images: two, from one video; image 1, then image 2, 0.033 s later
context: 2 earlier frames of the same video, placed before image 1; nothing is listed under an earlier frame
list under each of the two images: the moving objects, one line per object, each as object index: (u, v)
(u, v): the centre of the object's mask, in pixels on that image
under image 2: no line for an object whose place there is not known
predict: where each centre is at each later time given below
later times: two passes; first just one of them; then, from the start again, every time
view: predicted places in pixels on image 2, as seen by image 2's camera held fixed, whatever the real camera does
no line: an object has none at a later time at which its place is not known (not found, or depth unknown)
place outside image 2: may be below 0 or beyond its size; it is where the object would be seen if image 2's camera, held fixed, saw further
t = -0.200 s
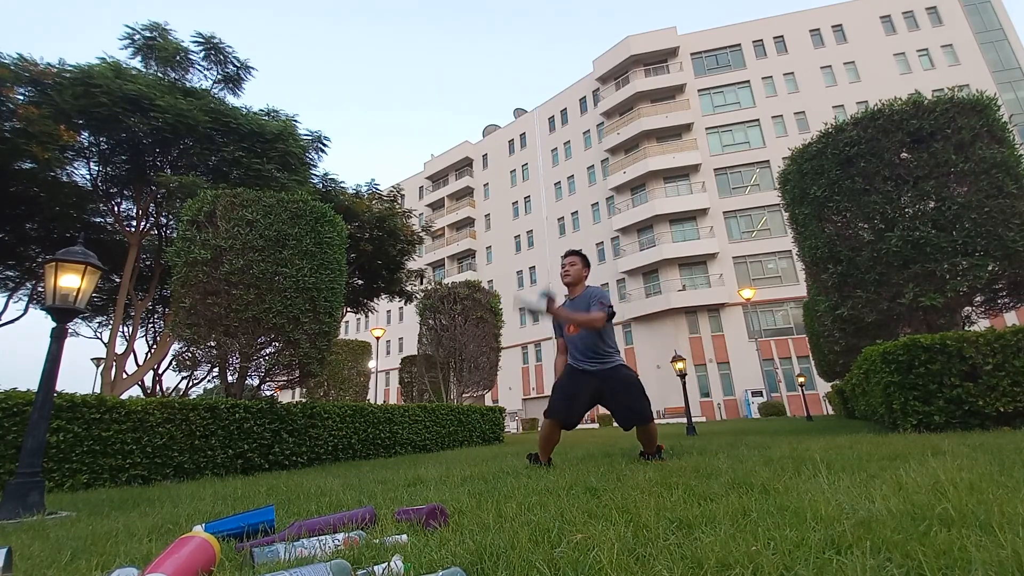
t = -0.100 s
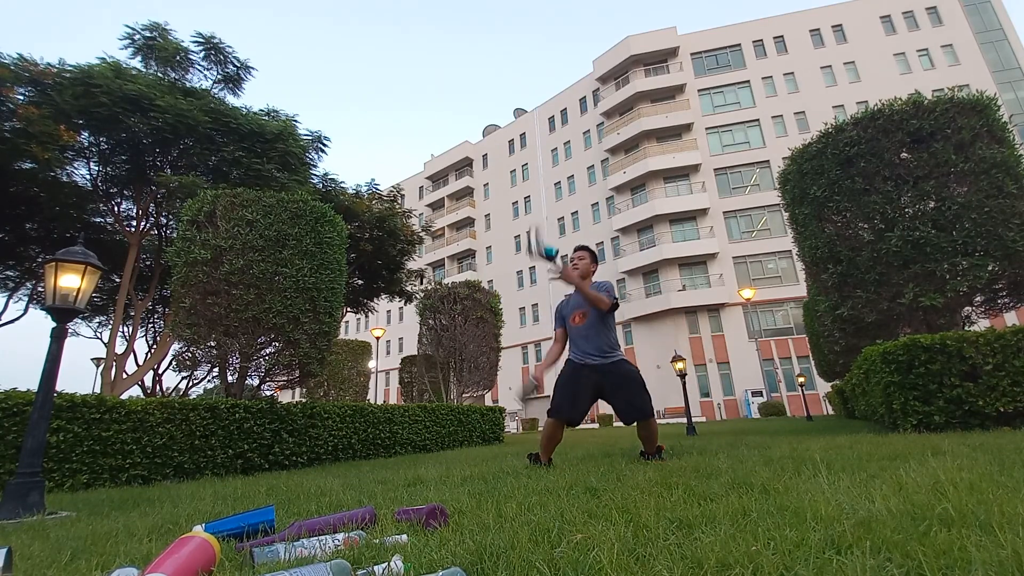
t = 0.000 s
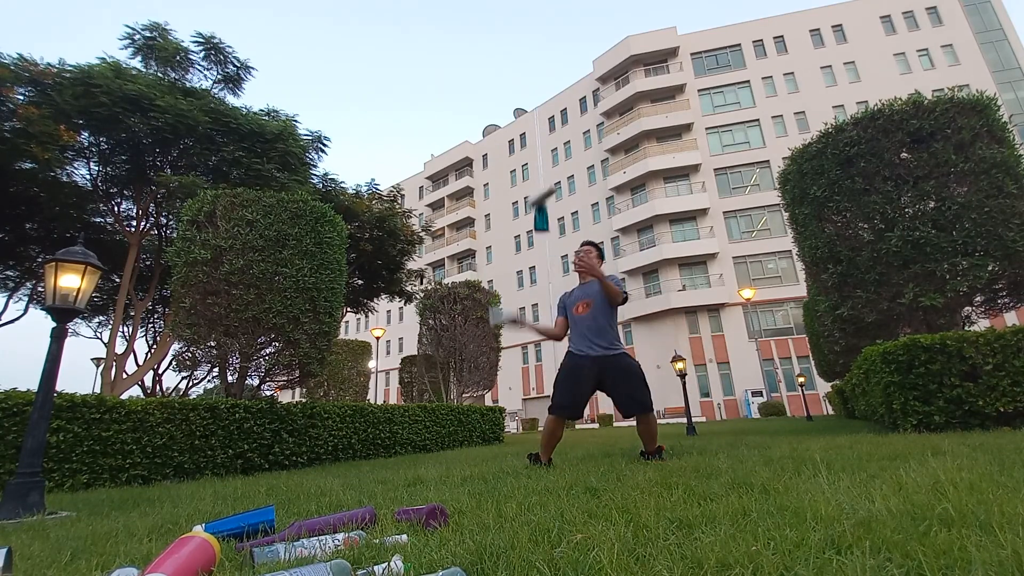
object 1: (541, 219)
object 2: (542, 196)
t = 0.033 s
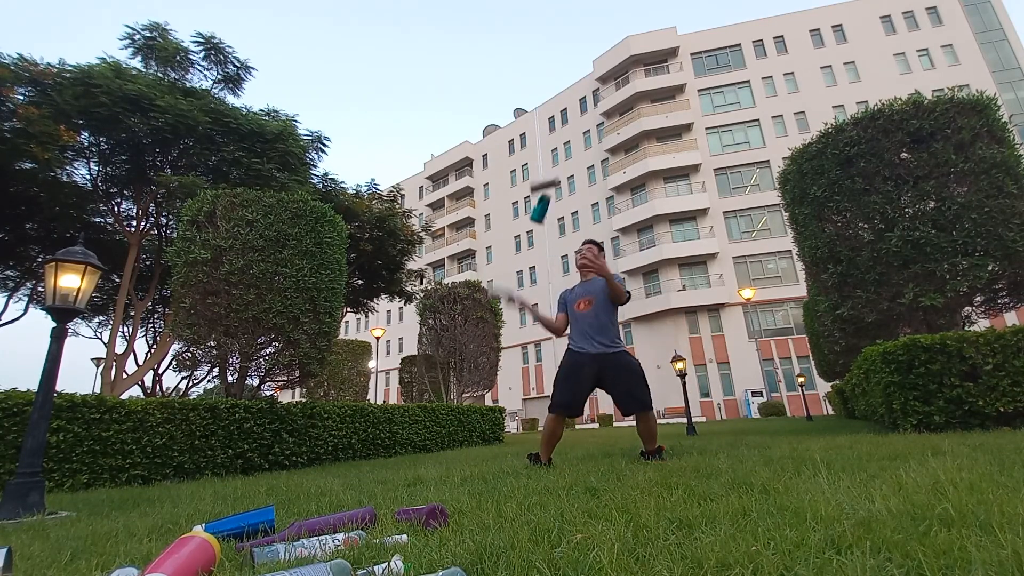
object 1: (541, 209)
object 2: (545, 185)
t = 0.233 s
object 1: (548, 186)
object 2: (569, 150)
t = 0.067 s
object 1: (541, 201)
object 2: (546, 174)
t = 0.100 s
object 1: (541, 195)
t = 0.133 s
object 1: (542, 190)
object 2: (553, 158)
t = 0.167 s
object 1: (543, 187)
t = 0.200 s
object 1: (545, 185)
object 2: (563, 149)
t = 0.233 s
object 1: (548, 186)
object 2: (569, 150)
